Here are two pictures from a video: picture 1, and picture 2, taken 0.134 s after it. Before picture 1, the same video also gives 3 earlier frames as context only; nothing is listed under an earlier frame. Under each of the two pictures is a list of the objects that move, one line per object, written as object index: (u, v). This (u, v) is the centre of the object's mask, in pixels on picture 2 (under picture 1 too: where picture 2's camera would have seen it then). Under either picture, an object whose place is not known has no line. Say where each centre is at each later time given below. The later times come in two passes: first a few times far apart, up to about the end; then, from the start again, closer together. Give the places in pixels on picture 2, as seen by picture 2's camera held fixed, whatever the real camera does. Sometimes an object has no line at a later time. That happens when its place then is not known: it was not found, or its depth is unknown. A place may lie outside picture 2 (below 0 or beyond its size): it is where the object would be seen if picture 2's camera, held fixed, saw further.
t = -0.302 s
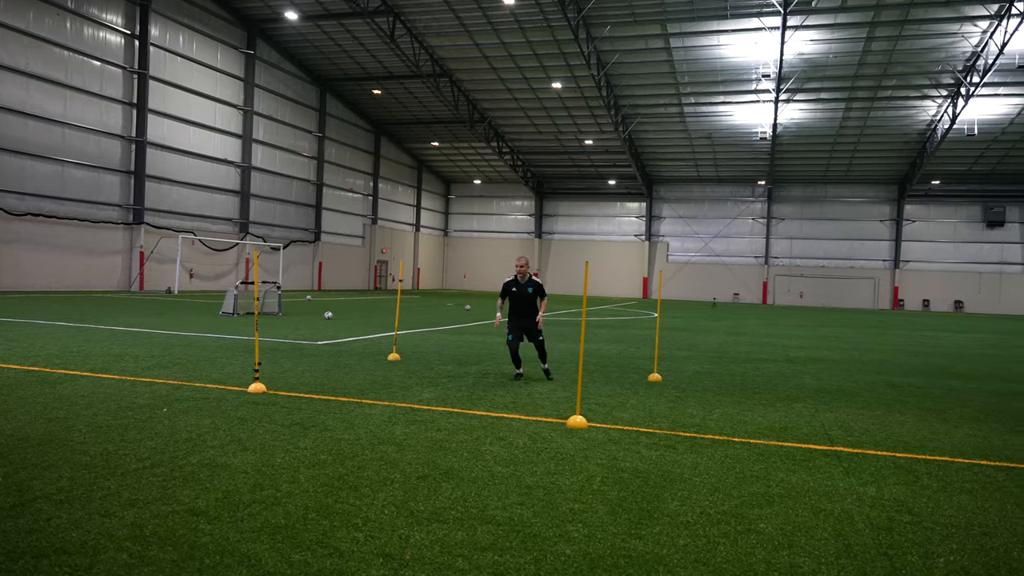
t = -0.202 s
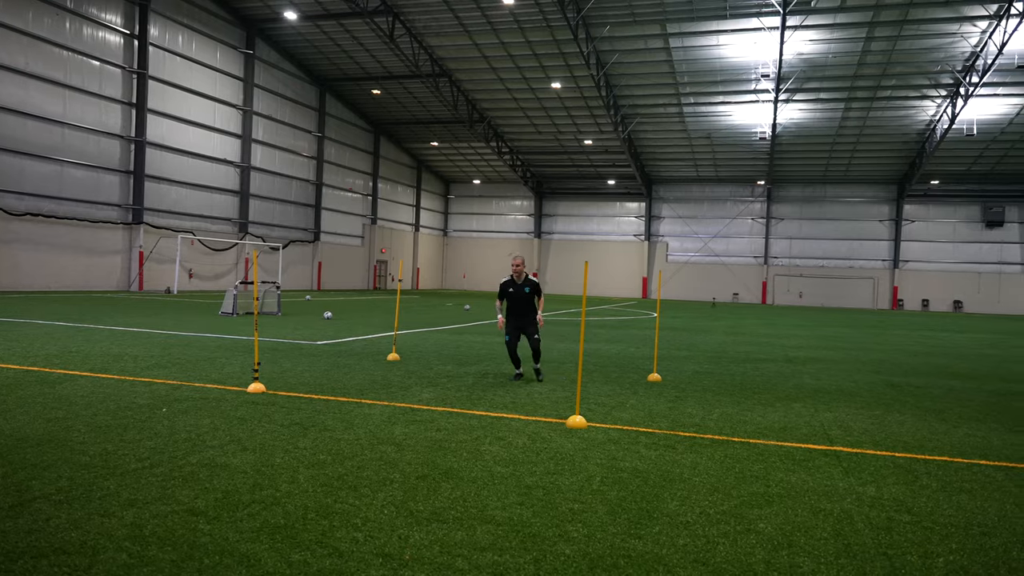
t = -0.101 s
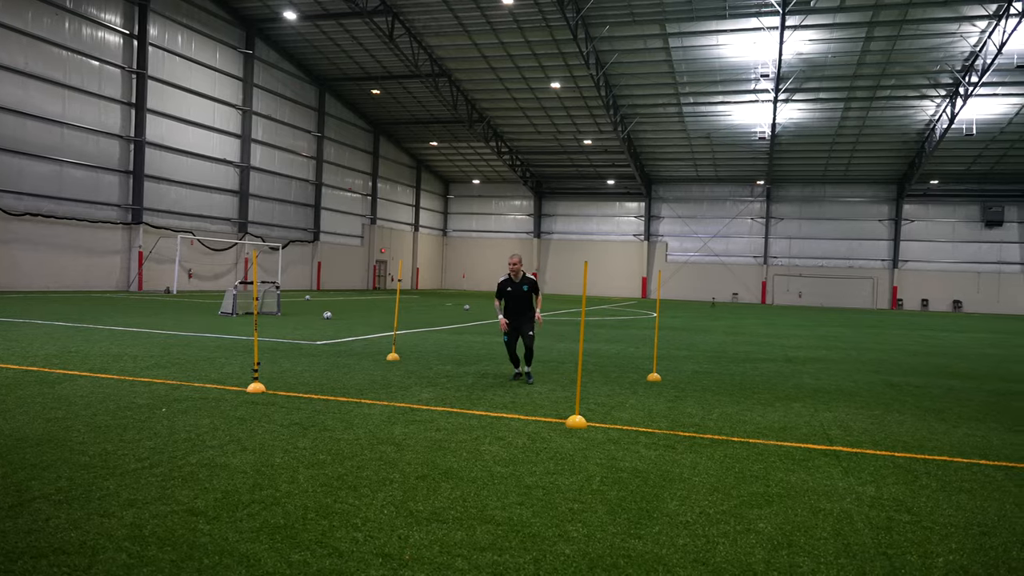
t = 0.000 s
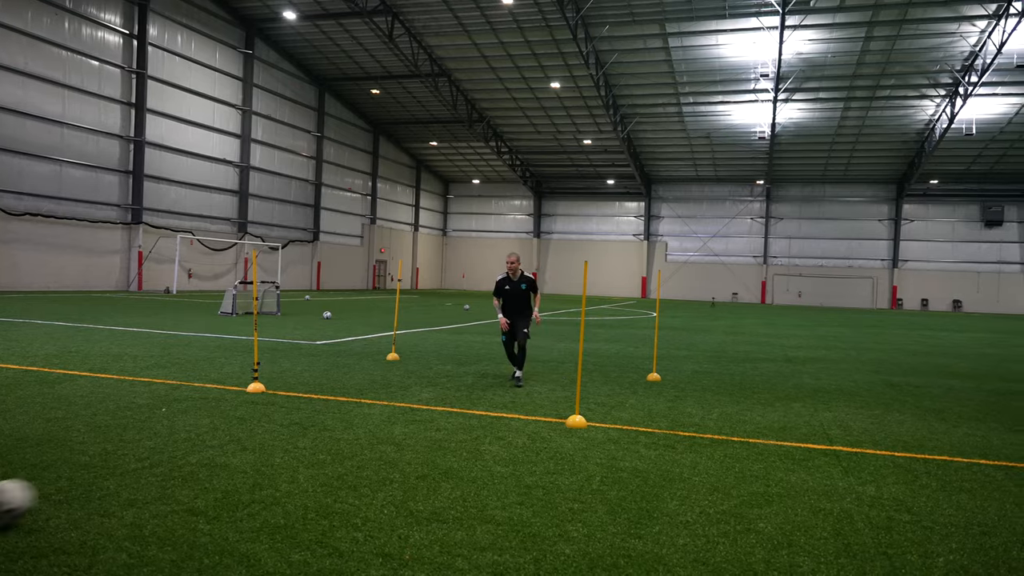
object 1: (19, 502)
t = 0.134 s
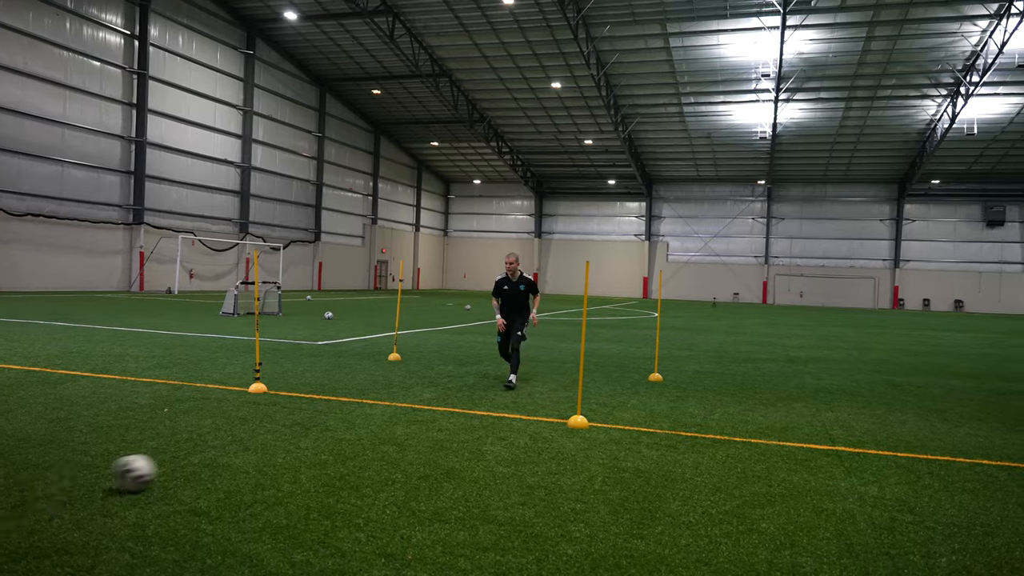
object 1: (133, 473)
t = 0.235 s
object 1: (200, 455)
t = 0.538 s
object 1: (331, 420)
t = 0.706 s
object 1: (378, 407)
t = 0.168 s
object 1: (157, 467)
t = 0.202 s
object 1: (180, 461)
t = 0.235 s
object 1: (200, 455)
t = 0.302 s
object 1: (237, 446)
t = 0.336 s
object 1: (253, 443)
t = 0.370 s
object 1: (269, 439)
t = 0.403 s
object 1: (283, 434)
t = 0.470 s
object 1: (308, 426)
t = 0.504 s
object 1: (319, 423)
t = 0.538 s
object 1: (331, 420)
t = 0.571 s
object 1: (341, 417)
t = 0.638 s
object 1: (361, 412)
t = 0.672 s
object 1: (370, 409)
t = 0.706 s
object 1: (378, 407)
